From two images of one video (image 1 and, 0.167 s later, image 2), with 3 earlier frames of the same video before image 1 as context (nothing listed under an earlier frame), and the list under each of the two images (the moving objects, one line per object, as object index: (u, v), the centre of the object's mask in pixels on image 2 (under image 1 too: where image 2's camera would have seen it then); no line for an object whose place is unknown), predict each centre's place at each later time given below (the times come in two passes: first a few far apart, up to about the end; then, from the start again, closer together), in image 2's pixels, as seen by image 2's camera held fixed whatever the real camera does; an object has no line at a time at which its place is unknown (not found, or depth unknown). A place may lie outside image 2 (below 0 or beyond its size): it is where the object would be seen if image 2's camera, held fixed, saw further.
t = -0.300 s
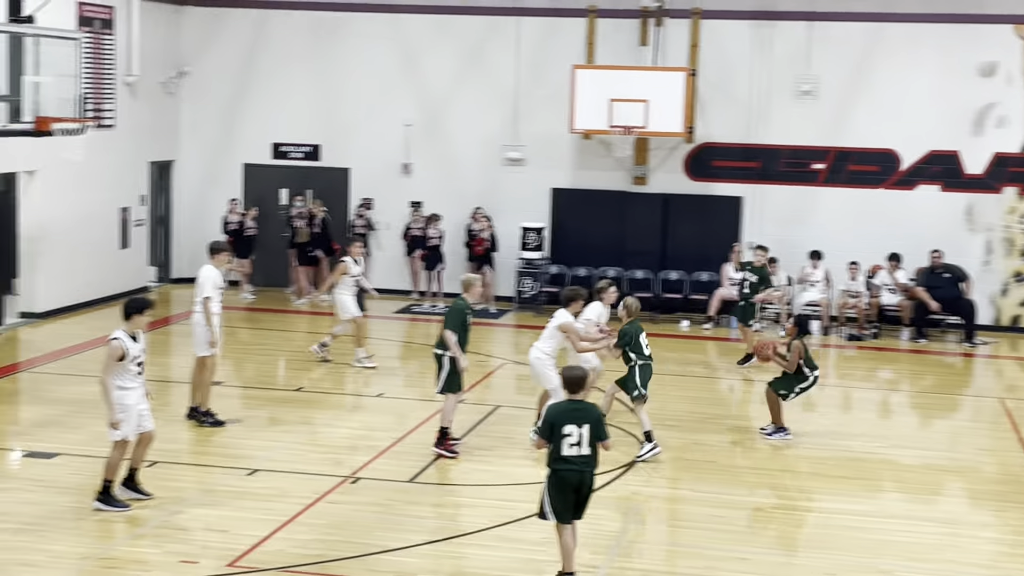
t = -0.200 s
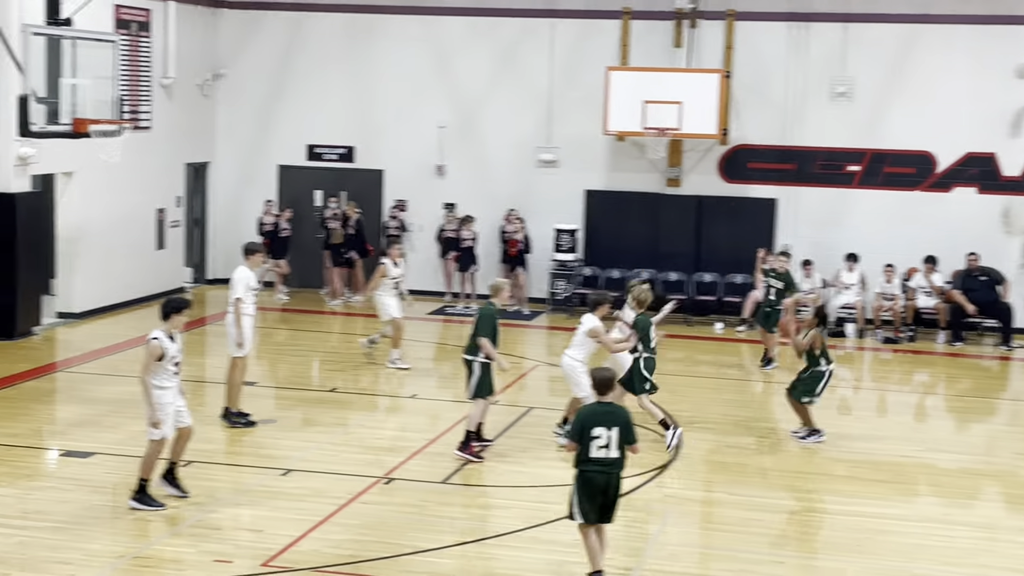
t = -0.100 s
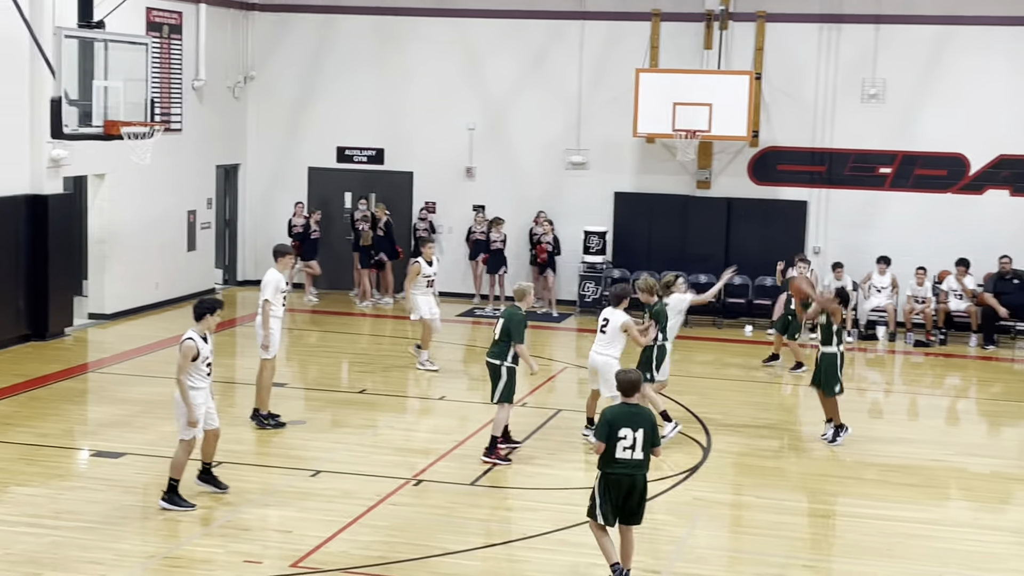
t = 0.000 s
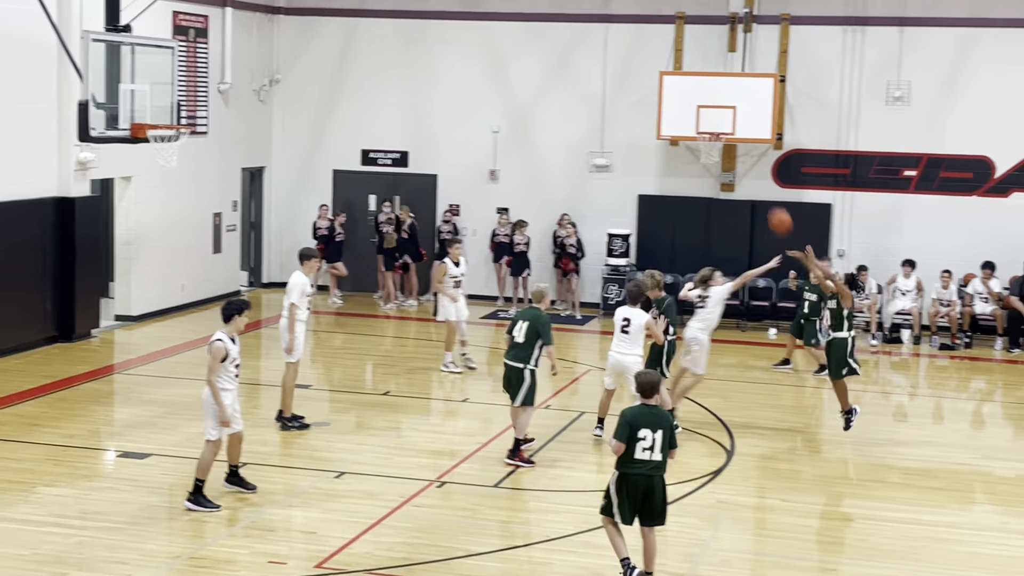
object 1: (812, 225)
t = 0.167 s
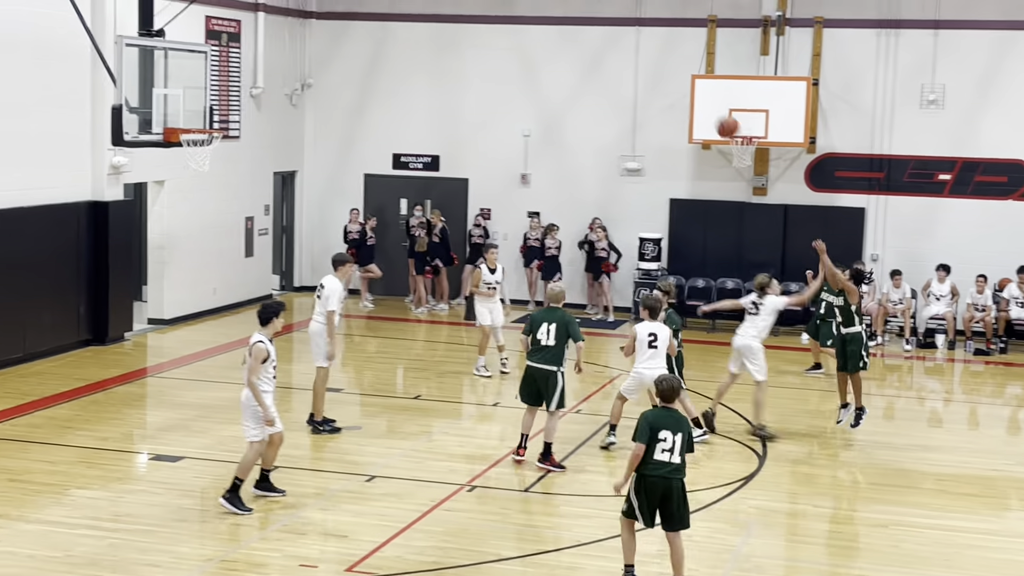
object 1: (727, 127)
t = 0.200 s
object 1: (711, 111)
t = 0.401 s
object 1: (611, 36)
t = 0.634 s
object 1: (497, -1)
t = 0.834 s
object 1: (399, 8)
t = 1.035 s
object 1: (304, 56)
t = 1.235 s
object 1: (223, 133)
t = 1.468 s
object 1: (262, 206)
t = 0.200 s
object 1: (711, 111)
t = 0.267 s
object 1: (677, 82)
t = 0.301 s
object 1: (660, 69)
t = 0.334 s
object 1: (643, 57)
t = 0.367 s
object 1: (627, 46)
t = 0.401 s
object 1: (611, 36)
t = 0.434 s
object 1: (595, 27)
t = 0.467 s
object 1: (578, 20)
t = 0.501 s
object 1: (562, 13)
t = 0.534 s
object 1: (546, 8)
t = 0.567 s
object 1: (529, 3)
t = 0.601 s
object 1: (513, 0)
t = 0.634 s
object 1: (497, -1)
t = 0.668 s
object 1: (480, -2)
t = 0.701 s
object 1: (464, -3)
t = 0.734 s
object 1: (448, -2)
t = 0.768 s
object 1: (431, 1)
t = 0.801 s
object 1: (415, 4)
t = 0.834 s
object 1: (399, 8)
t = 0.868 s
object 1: (384, 13)
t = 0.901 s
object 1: (367, 20)
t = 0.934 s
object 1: (351, 27)
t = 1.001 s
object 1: (320, 46)
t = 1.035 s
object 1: (304, 56)
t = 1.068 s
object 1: (288, 68)
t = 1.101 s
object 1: (273, 80)
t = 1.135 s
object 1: (258, 94)
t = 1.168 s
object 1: (244, 107)
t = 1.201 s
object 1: (227, 123)
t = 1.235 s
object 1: (223, 133)
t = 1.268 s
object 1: (228, 139)
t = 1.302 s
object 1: (234, 148)
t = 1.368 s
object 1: (245, 167)
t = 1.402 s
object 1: (251, 179)
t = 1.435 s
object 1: (256, 192)
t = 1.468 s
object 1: (262, 206)
